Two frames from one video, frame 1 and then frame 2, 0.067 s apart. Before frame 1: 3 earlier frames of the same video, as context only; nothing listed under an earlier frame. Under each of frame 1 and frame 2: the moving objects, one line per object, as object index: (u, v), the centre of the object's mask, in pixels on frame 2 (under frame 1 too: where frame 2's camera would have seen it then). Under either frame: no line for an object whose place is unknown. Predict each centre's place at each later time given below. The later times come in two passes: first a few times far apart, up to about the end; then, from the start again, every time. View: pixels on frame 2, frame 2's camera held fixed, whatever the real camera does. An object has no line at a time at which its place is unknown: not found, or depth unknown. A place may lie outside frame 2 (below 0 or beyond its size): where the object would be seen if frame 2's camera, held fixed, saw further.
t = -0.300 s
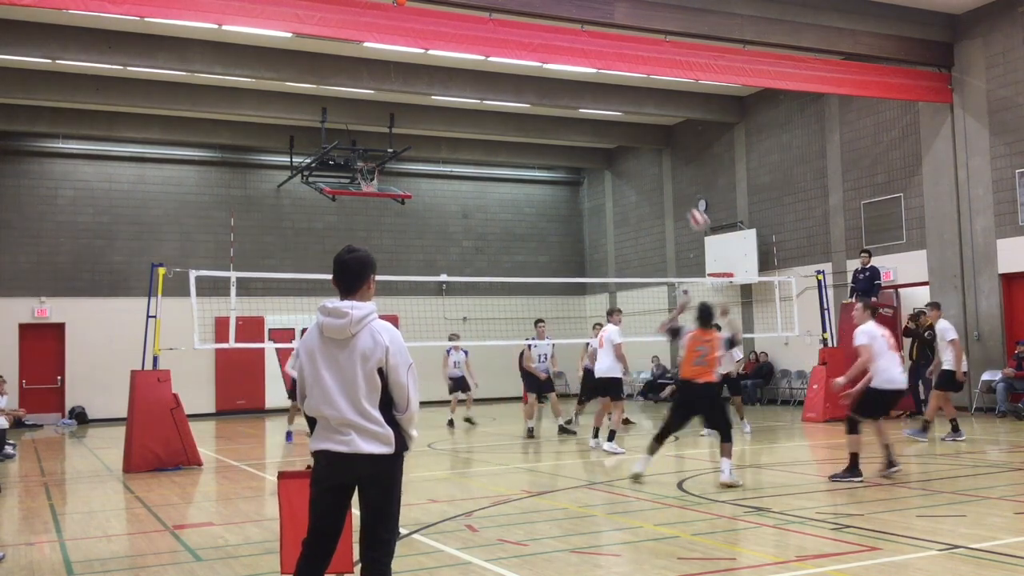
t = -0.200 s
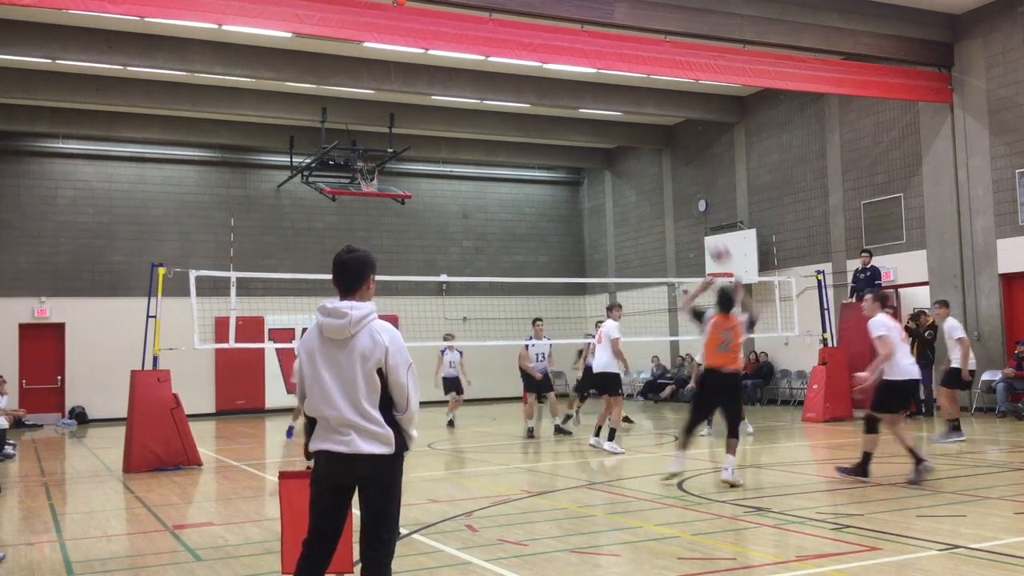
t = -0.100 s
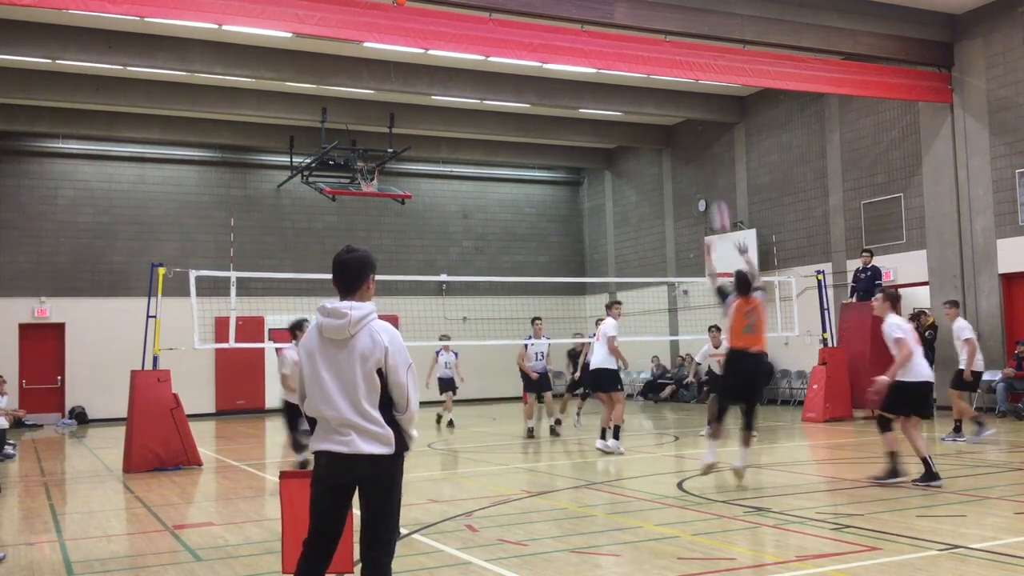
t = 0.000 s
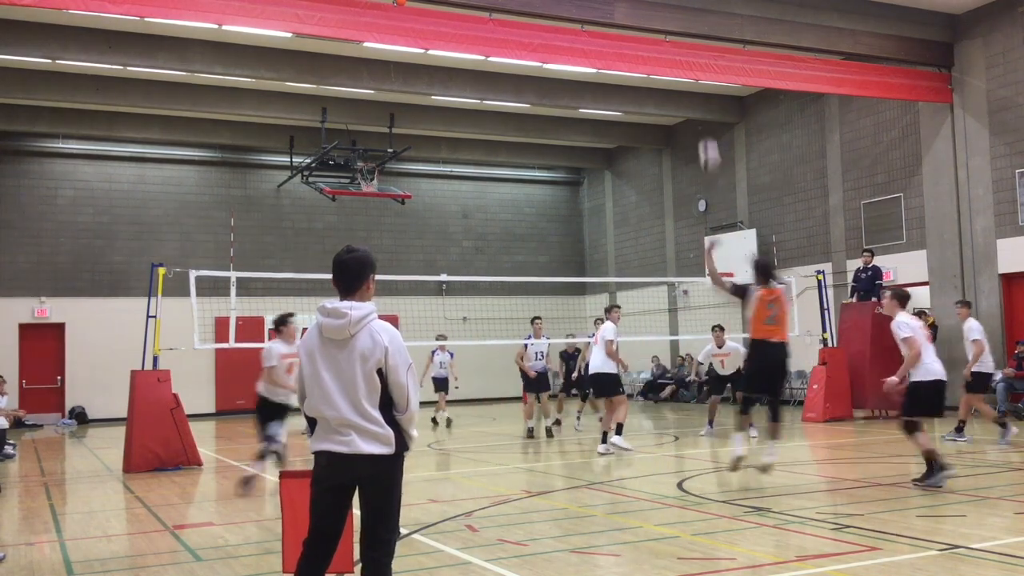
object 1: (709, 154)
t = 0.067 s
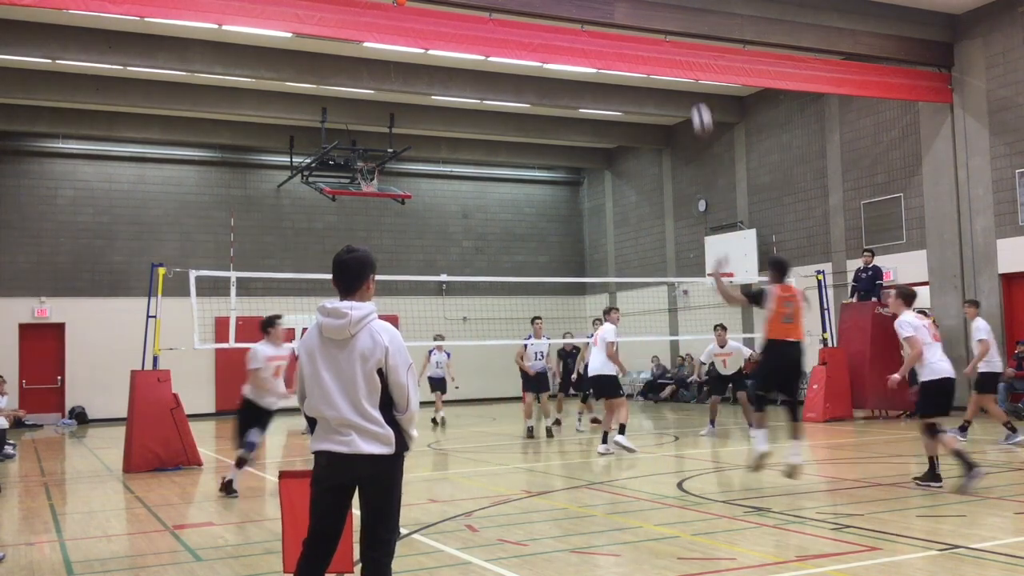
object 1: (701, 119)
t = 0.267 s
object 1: (682, 45)
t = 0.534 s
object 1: (660, 13)
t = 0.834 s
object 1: (641, 44)
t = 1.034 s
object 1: (632, 96)
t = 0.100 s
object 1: (698, 101)
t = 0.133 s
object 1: (695, 93)
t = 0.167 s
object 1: (691, 75)
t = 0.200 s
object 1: (688, 65)
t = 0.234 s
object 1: (685, 55)
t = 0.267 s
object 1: (682, 45)
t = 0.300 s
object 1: (679, 37)
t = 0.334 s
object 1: (676, 31)
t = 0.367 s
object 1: (673, 27)
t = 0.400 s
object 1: (670, 22)
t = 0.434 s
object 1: (668, 17)
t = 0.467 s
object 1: (664, 15)
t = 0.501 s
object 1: (662, 14)
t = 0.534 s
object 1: (660, 13)
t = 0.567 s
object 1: (657, 13)
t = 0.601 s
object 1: (655, 14)
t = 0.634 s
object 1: (653, 16)
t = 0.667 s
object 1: (651, 19)
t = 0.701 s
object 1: (648, 22)
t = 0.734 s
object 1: (647, 26)
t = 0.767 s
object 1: (645, 31)
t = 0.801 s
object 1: (643, 37)
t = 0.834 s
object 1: (641, 44)
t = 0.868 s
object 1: (640, 51)
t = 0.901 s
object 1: (638, 58)
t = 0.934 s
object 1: (637, 66)
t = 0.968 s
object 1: (633, 81)
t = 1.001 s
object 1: (633, 87)
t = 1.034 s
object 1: (632, 96)
